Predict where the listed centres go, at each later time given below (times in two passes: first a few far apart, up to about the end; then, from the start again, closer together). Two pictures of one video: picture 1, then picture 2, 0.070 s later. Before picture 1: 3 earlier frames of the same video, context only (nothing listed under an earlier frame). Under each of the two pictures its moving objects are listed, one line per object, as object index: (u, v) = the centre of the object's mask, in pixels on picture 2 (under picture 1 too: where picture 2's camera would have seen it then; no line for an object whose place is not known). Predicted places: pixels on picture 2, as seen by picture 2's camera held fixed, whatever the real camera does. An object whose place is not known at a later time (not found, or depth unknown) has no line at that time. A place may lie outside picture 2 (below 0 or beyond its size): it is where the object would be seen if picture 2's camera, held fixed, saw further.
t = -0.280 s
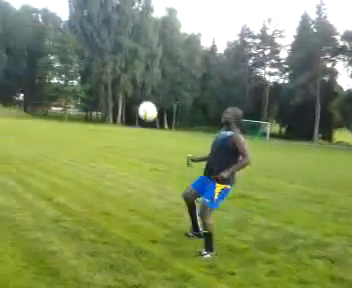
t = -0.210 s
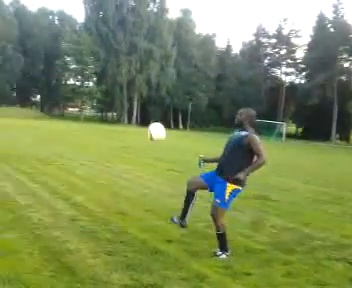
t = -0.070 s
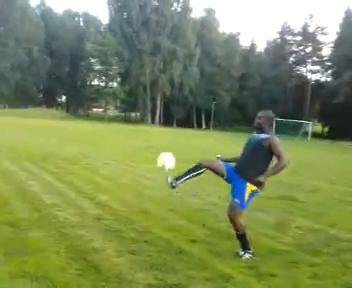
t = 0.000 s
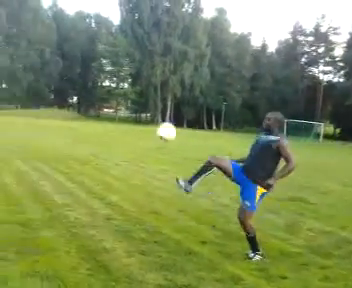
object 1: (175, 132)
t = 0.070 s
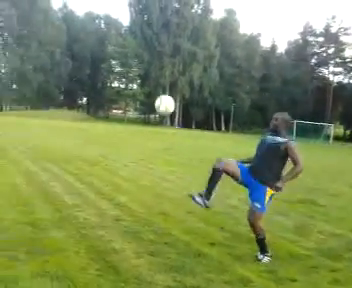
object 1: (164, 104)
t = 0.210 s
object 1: (142, 55)
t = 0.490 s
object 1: (85, 4)
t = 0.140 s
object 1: (154, 78)
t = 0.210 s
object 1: (142, 55)
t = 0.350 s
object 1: (111, 17)
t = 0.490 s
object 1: (85, 4)
